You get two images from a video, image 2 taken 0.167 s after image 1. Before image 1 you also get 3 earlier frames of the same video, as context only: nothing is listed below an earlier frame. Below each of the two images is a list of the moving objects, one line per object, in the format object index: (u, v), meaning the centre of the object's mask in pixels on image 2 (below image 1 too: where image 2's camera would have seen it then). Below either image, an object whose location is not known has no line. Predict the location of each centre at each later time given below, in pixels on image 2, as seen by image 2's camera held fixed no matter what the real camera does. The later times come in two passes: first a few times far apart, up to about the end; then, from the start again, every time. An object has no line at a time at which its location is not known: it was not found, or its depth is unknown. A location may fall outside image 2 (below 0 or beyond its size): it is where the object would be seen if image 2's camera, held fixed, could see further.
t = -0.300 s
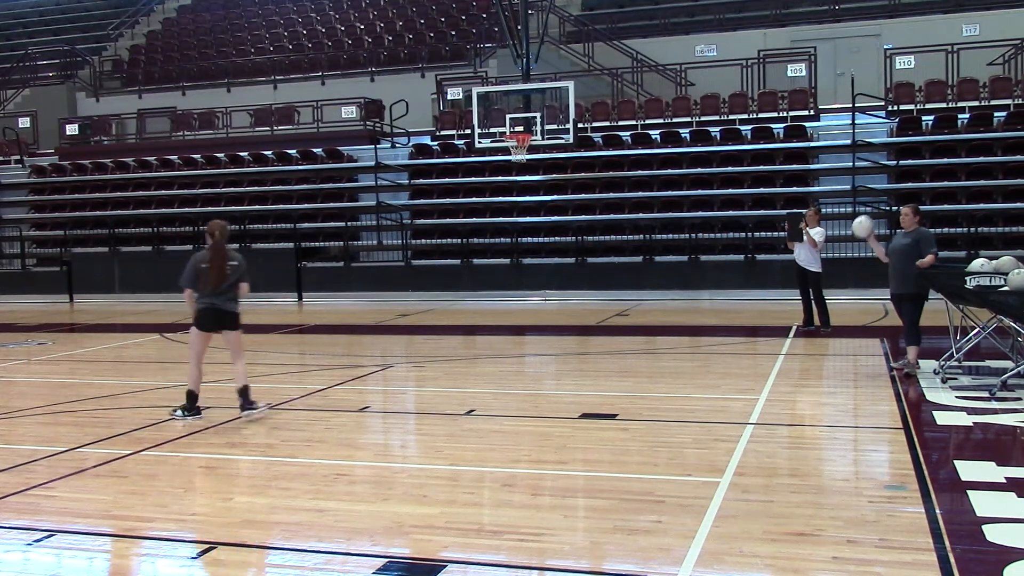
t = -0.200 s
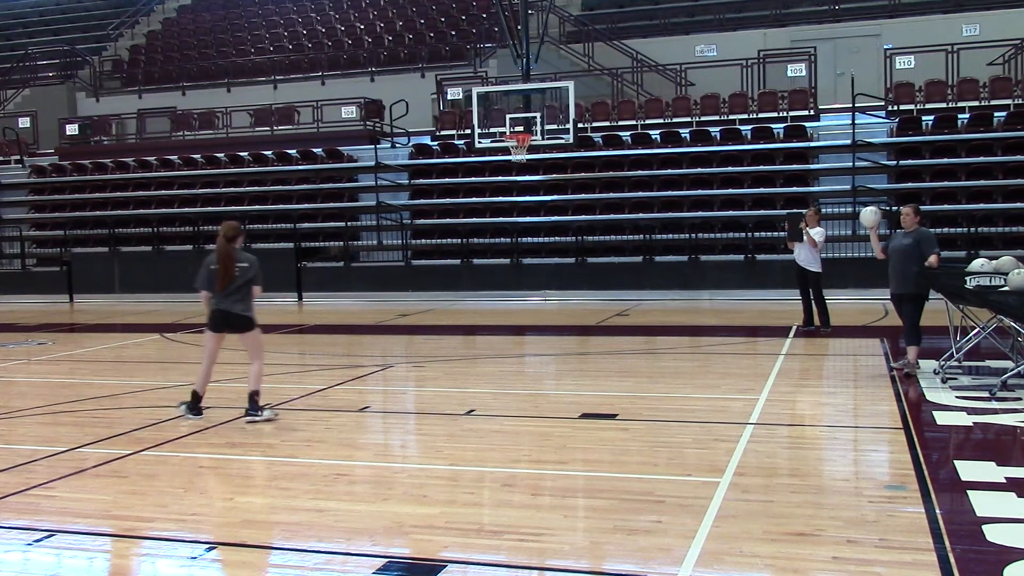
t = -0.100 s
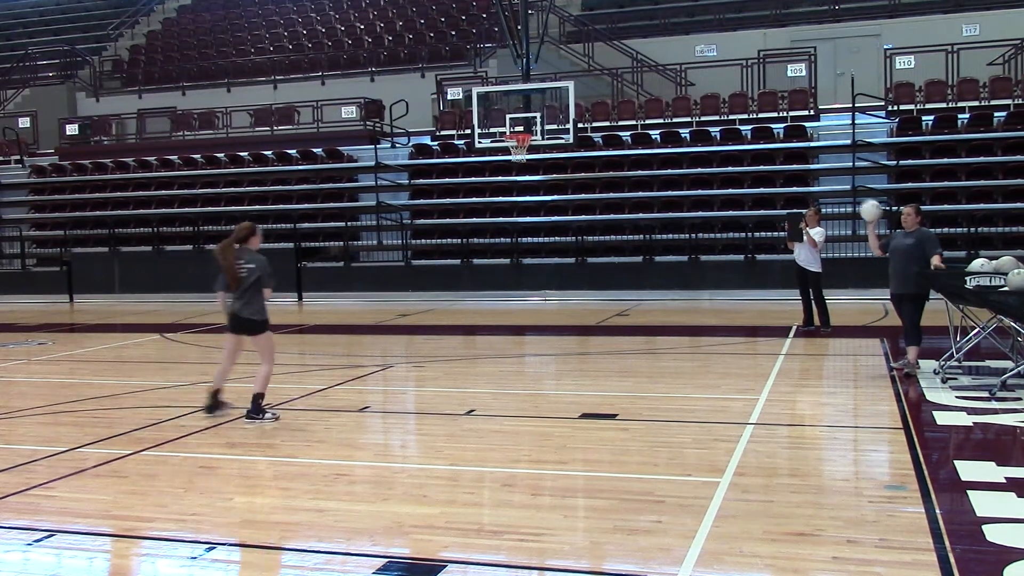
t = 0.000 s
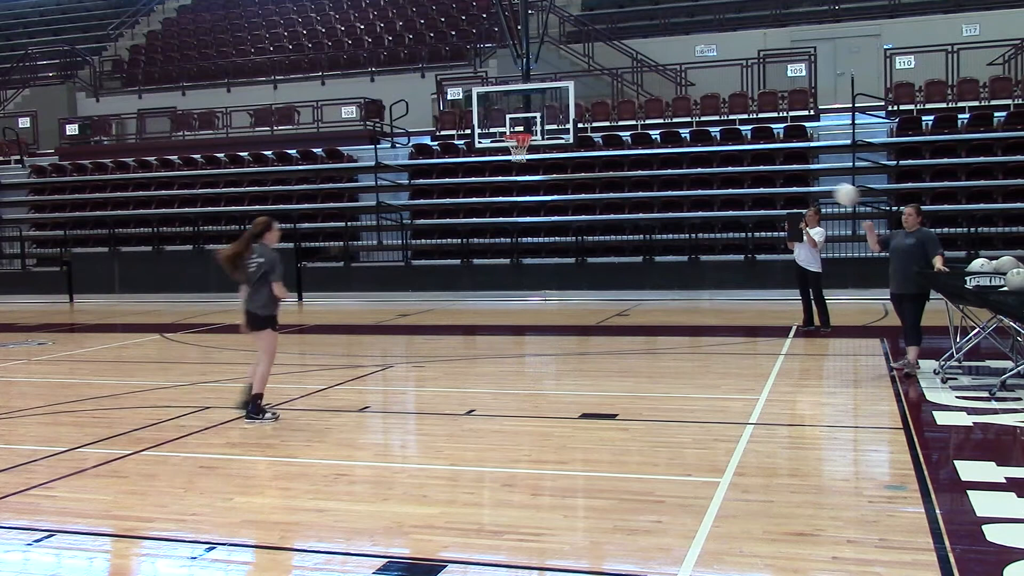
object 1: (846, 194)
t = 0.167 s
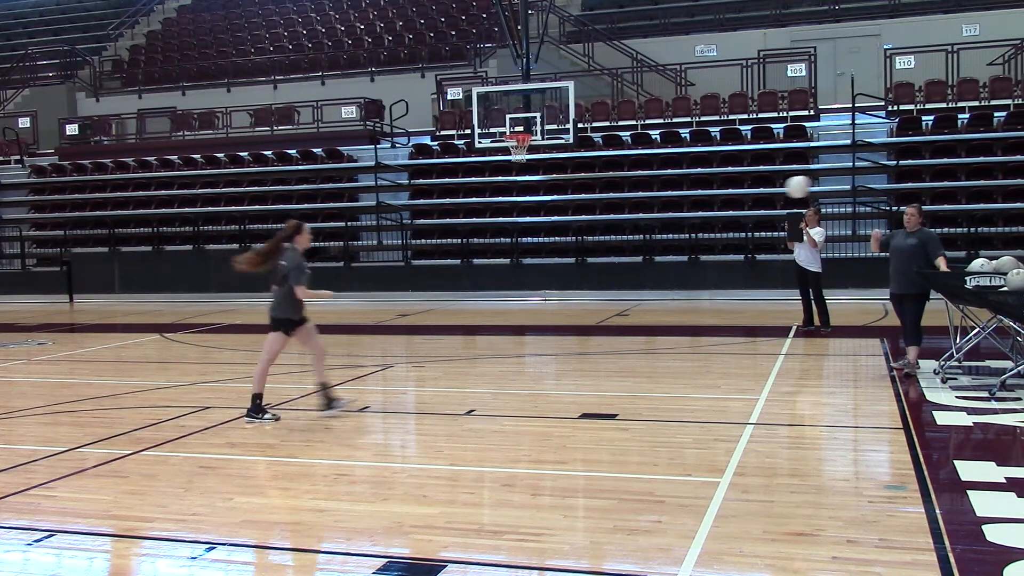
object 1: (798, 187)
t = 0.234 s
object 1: (778, 192)
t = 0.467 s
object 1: (708, 246)
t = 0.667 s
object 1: (646, 340)
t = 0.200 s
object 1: (789, 189)
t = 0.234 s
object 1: (778, 192)
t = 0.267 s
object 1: (767, 196)
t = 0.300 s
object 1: (758, 200)
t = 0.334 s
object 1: (748, 208)
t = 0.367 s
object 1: (738, 216)
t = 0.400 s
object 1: (728, 224)
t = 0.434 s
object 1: (718, 234)
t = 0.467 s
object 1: (708, 246)
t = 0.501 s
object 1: (697, 259)
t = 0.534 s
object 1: (687, 273)
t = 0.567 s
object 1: (679, 286)
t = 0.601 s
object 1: (666, 305)
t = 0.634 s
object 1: (657, 321)
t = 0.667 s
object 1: (646, 340)
